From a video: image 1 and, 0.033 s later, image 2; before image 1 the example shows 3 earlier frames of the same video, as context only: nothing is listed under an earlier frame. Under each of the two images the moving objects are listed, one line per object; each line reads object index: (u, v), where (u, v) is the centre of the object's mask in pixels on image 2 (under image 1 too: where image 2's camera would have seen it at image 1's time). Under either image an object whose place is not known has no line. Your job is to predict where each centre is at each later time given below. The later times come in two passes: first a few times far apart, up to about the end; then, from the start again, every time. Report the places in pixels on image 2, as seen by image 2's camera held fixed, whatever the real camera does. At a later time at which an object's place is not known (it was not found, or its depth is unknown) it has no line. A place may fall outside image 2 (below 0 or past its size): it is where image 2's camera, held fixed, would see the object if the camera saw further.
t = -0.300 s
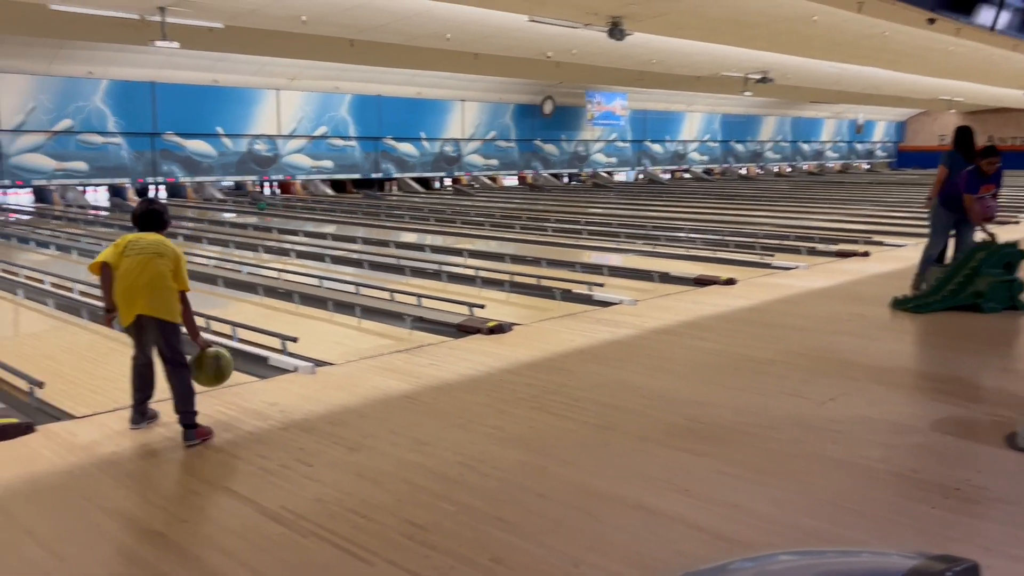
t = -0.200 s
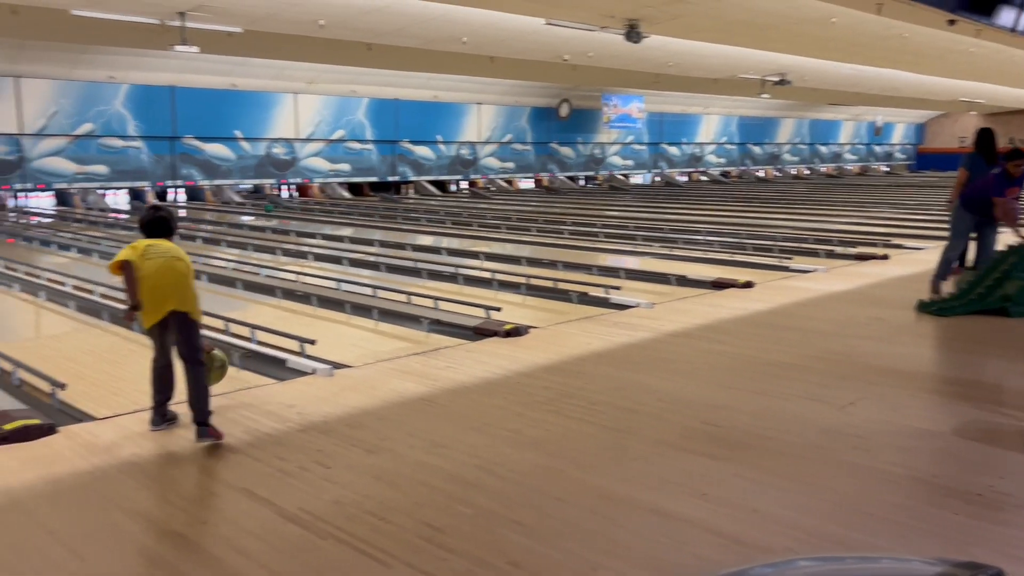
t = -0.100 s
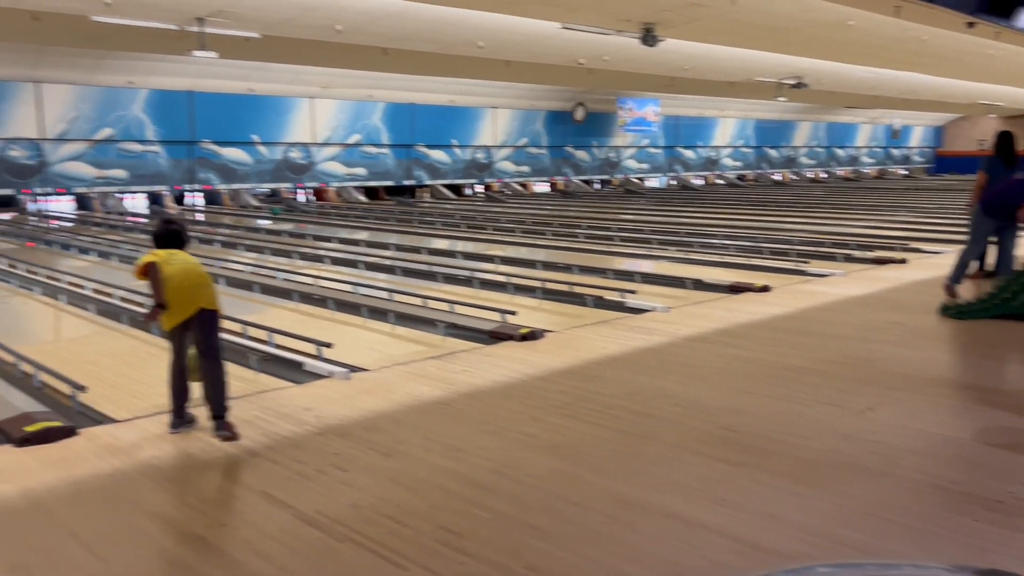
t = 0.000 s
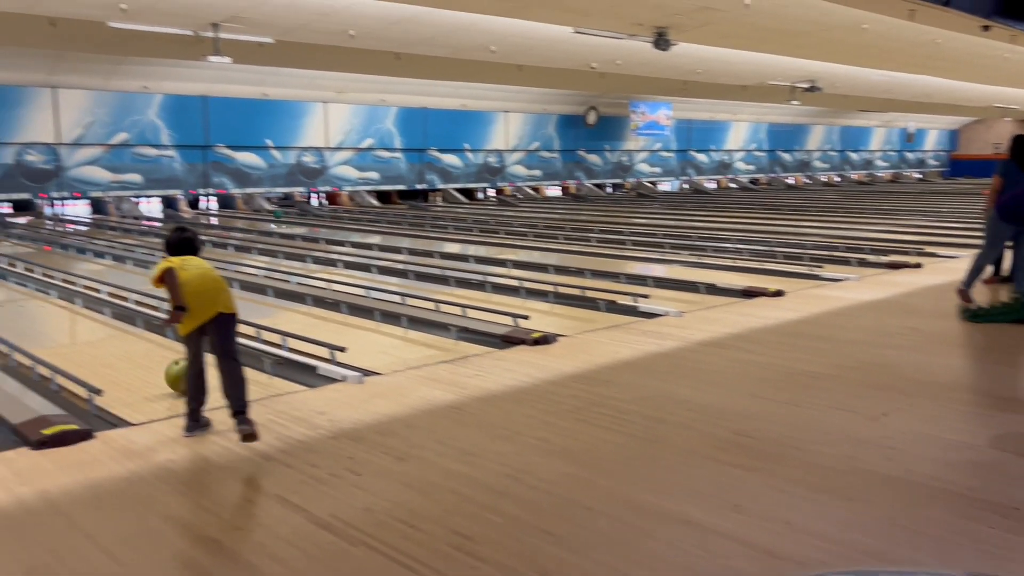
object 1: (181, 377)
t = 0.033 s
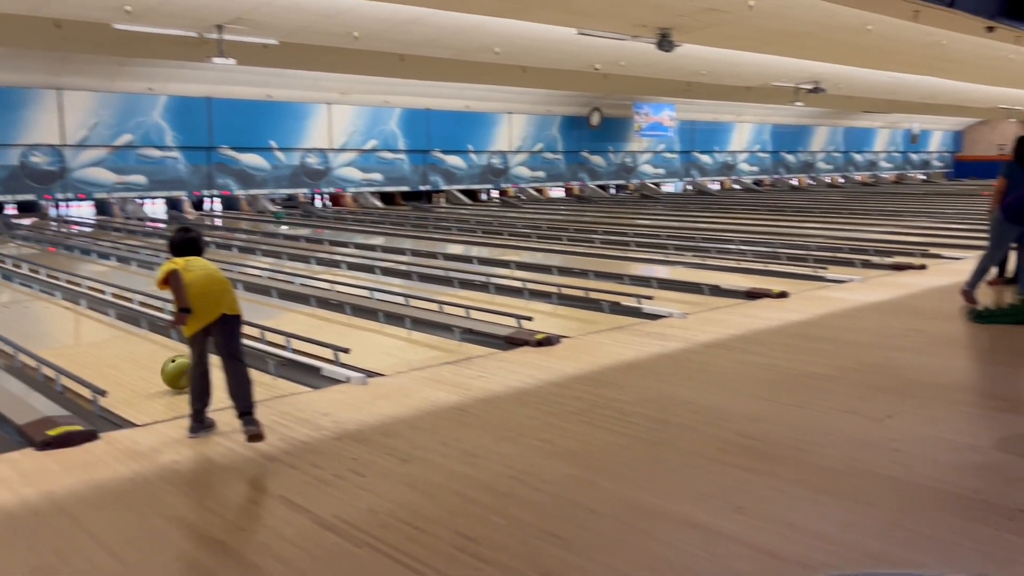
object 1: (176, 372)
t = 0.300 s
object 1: (120, 351)
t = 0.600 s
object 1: (68, 331)
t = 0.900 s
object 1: (26, 316)
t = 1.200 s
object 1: (-8, 303)
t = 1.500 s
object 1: (-37, 293)
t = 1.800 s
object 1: (-62, 284)
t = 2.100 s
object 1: (-83, 277)
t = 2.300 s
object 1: (-96, 272)
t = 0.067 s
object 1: (171, 369)
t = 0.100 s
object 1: (163, 367)
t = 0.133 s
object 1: (156, 364)
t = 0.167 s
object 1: (148, 362)
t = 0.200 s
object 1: (141, 359)
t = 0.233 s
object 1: (134, 357)
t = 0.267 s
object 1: (127, 354)
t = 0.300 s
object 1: (120, 351)
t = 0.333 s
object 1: (114, 349)
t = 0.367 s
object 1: (108, 346)
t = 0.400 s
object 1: (102, 344)
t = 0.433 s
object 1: (96, 342)
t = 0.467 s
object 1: (90, 340)
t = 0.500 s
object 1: (84, 338)
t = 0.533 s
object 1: (79, 336)
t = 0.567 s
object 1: (74, 334)
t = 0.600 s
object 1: (68, 331)
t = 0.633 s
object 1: (63, 330)
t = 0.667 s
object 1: (58, 328)
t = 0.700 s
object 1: (53, 326)
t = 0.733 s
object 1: (49, 324)
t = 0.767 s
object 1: (44, 322)
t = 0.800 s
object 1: (39, 321)
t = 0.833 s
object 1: (35, 319)
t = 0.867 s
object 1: (31, 317)
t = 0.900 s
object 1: (26, 316)
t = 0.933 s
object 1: (22, 314)
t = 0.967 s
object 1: (18, 313)
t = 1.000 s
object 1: (14, 311)
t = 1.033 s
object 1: (10, 310)
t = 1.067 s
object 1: (6, 308)
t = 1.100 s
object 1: (3, 307)
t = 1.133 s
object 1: (-1, 305)
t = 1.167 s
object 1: (-5, 304)
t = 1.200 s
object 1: (-8, 303)
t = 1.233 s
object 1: (-12, 302)
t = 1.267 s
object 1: (-15, 300)
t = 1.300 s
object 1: (-18, 299)
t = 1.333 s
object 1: (-22, 298)
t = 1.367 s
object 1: (-25, 297)
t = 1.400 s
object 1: (-28, 296)
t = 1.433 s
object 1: (-31, 295)
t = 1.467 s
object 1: (-34, 294)
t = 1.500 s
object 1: (-37, 293)
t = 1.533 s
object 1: (-40, 292)
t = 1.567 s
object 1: (-43, 291)
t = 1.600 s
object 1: (-46, 290)
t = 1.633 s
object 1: (-49, 289)
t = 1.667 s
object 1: (-51, 288)
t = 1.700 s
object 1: (-54, 287)
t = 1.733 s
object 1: (-57, 286)
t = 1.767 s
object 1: (-59, 285)
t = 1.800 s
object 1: (-62, 284)
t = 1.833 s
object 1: (-64, 284)
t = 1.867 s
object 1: (-67, 283)
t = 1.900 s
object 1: (-69, 282)
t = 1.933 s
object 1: (-71, 281)
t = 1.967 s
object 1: (-74, 280)
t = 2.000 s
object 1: (-76, 279)
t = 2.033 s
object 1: (-79, 278)
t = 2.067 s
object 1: (-81, 277)
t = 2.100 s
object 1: (-83, 277)
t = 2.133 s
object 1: (-85, 276)
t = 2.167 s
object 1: (-87, 275)
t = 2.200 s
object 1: (-90, 274)
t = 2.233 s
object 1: (-92, 274)
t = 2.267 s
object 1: (-94, 273)
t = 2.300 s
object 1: (-96, 272)
